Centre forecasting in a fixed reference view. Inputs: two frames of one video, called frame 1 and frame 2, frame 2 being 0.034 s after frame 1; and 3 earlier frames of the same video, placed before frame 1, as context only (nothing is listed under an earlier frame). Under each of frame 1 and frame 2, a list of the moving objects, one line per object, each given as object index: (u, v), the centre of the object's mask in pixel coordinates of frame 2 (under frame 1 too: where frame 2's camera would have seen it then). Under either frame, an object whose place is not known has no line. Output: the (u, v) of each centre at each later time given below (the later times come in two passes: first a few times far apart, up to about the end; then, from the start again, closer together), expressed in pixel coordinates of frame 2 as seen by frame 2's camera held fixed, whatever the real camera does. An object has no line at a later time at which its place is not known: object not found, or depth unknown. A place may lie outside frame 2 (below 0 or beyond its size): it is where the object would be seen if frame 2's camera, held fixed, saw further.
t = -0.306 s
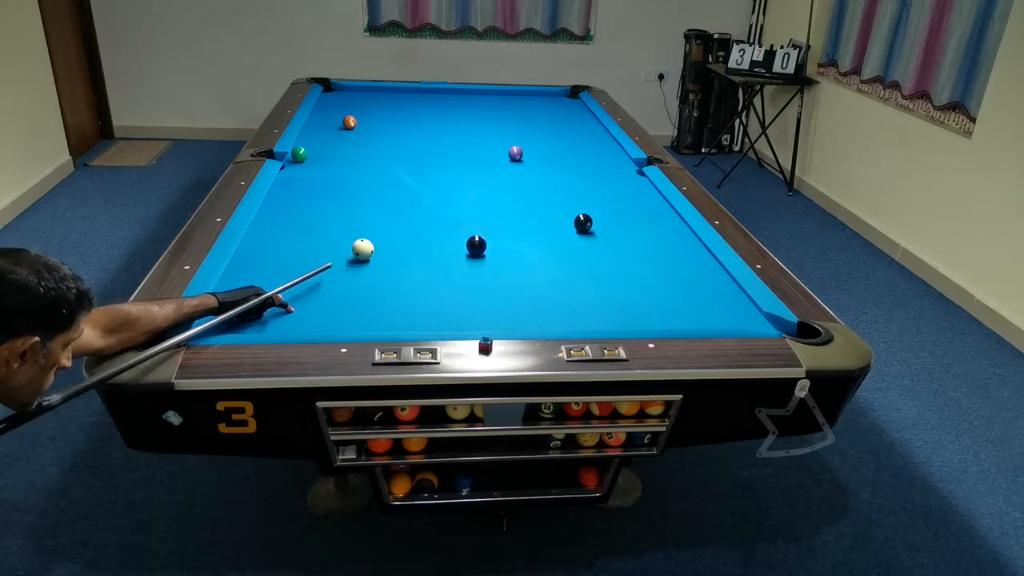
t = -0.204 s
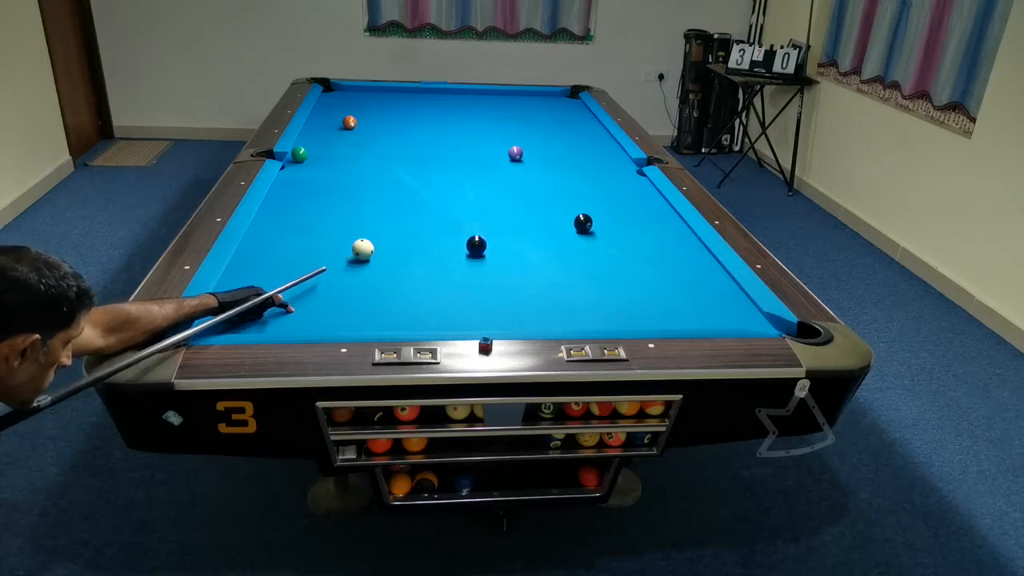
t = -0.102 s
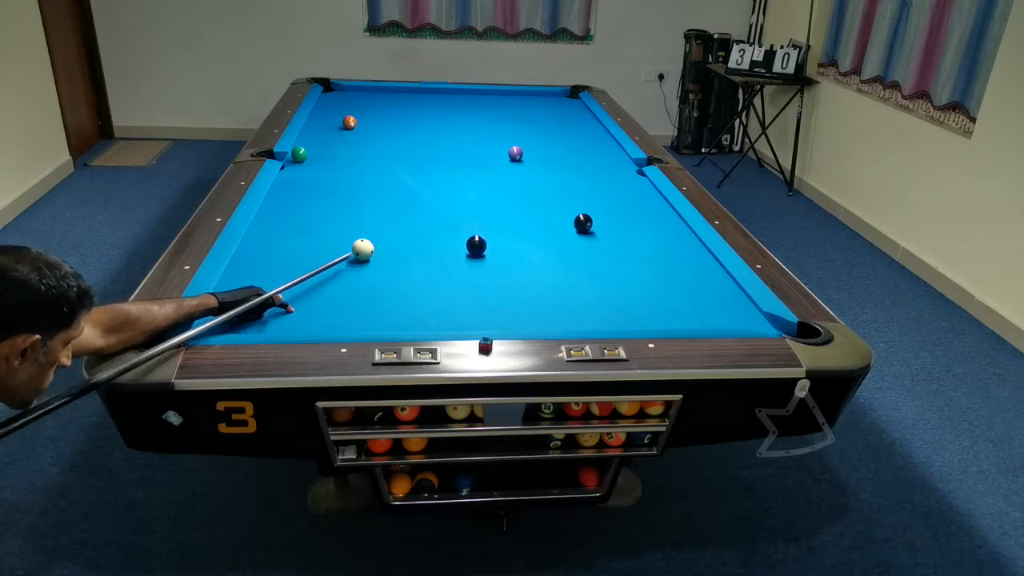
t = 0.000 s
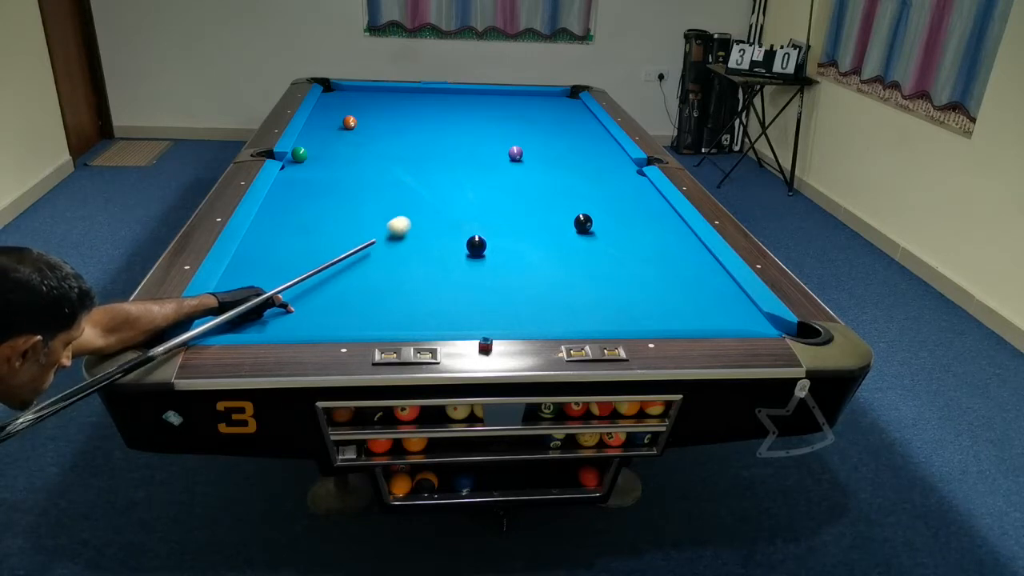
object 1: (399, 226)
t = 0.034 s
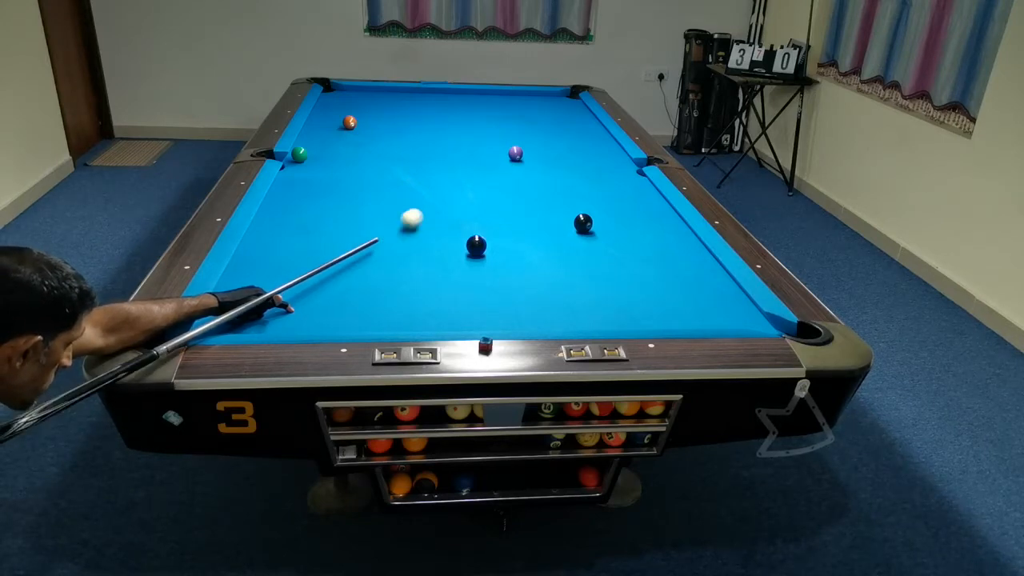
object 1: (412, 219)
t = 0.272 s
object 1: (478, 178)
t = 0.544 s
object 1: (519, 157)
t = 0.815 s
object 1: (542, 152)
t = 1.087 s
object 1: (564, 146)
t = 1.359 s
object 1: (583, 141)
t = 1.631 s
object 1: (601, 136)
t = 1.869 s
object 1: (597, 133)
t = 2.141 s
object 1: (586, 130)
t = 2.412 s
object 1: (576, 127)
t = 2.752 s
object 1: (564, 122)
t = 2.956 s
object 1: (560, 122)
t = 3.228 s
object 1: (554, 120)
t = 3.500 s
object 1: (549, 119)
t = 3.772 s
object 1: (545, 117)
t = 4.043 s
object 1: (541, 117)
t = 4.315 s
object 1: (539, 116)
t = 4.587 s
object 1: (539, 116)
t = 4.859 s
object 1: (538, 116)
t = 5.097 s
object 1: (538, 116)
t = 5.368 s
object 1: (538, 116)
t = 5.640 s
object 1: (538, 116)
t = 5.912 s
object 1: (538, 116)
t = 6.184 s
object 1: (538, 116)
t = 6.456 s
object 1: (538, 116)
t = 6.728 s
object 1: (538, 116)
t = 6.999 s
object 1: (538, 116)
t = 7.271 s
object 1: (538, 116)
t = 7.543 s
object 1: (538, 116)
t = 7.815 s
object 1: (538, 116)
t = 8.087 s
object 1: (538, 116)
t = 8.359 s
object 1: (538, 116)
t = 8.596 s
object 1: (538, 116)
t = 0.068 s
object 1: (423, 211)
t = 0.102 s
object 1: (434, 205)
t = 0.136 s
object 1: (444, 198)
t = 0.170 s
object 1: (454, 193)
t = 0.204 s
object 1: (462, 188)
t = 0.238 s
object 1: (470, 183)
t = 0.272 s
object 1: (478, 178)
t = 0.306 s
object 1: (485, 174)
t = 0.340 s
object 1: (492, 169)
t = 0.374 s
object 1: (498, 165)
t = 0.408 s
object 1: (505, 161)
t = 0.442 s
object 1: (511, 158)
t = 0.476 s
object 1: (514, 157)
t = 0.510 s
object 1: (516, 157)
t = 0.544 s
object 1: (519, 157)
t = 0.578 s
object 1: (521, 157)
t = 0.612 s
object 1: (524, 157)
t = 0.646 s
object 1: (527, 156)
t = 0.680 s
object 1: (530, 155)
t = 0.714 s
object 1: (533, 155)
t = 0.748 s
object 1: (536, 154)
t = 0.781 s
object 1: (539, 153)
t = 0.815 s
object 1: (542, 152)
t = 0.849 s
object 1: (545, 152)
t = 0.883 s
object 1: (548, 151)
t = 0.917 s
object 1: (550, 150)
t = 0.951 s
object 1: (553, 149)
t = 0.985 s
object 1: (556, 149)
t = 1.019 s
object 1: (558, 148)
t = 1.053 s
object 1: (561, 147)
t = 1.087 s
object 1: (564, 146)
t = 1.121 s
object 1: (566, 146)
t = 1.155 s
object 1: (569, 145)
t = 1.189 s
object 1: (571, 144)
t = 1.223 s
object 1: (574, 144)
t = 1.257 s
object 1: (576, 143)
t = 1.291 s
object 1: (579, 142)
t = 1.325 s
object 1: (581, 142)
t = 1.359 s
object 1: (583, 141)
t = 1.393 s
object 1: (586, 141)
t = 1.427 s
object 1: (588, 140)
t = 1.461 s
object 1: (590, 139)
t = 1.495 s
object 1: (593, 139)
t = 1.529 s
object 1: (595, 138)
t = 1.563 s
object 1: (597, 138)
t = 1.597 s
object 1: (599, 137)
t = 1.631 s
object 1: (601, 136)
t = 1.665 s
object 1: (603, 136)
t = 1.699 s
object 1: (605, 135)
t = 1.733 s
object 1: (603, 135)
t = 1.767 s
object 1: (602, 135)
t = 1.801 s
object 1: (600, 134)
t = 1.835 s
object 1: (599, 133)
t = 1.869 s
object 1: (597, 133)
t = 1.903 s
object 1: (595, 133)
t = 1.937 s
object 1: (594, 132)
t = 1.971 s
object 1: (593, 132)
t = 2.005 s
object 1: (591, 131)
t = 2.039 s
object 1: (590, 131)
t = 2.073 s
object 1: (589, 130)
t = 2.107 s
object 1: (587, 130)
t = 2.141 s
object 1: (586, 130)
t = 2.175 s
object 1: (584, 129)
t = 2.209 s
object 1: (583, 129)
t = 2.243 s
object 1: (582, 129)
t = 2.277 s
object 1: (581, 128)
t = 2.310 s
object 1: (580, 128)
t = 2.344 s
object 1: (579, 127)
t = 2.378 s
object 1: (578, 127)
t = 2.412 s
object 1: (576, 127)
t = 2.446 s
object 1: (575, 126)
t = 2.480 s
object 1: (574, 126)
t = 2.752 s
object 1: (564, 122)
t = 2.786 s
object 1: (565, 123)
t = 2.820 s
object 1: (564, 123)
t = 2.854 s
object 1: (563, 122)
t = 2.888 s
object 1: (562, 122)
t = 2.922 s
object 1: (561, 122)
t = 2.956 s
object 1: (560, 122)
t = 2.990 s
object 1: (560, 122)
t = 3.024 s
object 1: (559, 121)
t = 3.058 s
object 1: (558, 121)
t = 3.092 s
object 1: (557, 121)
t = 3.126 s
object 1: (556, 121)
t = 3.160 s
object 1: (555, 121)
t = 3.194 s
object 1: (555, 121)
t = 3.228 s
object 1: (554, 120)
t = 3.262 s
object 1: (553, 120)
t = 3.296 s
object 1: (553, 120)
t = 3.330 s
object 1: (552, 120)
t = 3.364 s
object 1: (551, 119)
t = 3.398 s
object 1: (551, 119)
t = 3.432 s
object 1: (550, 119)
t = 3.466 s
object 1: (549, 119)
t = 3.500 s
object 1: (549, 119)
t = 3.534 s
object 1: (548, 119)
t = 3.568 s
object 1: (548, 118)
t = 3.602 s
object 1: (547, 118)
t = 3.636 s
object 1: (547, 118)
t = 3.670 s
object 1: (546, 118)
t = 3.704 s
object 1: (546, 118)
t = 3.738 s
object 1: (545, 118)
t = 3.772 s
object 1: (545, 117)
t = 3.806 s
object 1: (544, 117)
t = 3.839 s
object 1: (544, 117)
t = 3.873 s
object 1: (543, 117)
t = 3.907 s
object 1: (543, 117)
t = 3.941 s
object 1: (542, 117)
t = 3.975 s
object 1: (542, 117)
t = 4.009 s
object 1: (542, 117)
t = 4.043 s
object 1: (541, 117)
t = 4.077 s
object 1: (541, 116)
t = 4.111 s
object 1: (541, 117)
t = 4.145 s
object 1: (540, 116)
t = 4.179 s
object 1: (540, 116)
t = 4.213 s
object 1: (540, 116)
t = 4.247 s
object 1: (540, 116)
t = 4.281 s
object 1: (540, 116)
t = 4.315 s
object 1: (539, 116)
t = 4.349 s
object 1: (539, 116)
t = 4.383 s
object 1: (539, 116)
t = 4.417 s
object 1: (539, 116)
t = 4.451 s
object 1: (539, 116)
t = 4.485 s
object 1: (539, 116)
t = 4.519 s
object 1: (538, 116)
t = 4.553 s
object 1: (538, 116)
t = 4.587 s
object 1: (539, 116)
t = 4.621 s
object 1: (538, 116)
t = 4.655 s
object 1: (538, 116)
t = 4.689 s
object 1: (538, 116)
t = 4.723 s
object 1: (538, 116)
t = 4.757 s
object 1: (538, 116)
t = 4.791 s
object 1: (538, 116)
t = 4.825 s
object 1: (538, 116)
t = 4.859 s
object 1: (538, 116)
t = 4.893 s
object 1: (538, 116)
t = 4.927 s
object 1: (538, 116)
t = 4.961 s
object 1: (538, 116)
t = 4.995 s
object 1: (538, 116)
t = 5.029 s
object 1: (538, 116)
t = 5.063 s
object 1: (538, 116)
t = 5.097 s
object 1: (538, 116)
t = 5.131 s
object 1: (538, 116)
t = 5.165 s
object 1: (538, 116)
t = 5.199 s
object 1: (538, 116)
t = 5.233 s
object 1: (538, 116)
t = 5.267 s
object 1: (538, 116)
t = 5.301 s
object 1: (538, 116)
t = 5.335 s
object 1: (538, 116)
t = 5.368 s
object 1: (538, 116)
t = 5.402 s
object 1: (538, 116)
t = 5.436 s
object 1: (538, 116)
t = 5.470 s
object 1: (538, 116)
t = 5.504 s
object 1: (538, 116)
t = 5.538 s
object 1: (538, 116)
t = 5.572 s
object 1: (538, 116)
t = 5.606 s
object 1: (538, 116)
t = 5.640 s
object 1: (538, 116)
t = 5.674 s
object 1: (539, 116)
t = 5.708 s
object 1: (538, 116)
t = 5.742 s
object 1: (538, 116)
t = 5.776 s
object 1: (538, 116)
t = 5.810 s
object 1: (538, 116)
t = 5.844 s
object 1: (538, 116)
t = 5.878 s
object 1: (538, 116)
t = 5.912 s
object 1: (538, 116)
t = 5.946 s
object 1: (538, 116)
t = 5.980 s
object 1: (538, 116)
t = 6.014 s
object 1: (538, 116)
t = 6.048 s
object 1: (538, 116)
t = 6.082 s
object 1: (538, 116)
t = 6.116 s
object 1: (538, 116)
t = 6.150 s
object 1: (538, 116)
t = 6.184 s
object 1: (538, 116)
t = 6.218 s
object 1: (538, 116)
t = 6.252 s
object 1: (538, 116)
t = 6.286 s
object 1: (538, 116)
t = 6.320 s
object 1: (538, 116)
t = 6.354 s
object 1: (538, 116)
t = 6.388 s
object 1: (538, 116)
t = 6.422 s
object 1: (538, 116)
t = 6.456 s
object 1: (538, 116)
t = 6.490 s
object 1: (538, 116)
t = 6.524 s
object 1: (538, 116)
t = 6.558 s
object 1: (538, 116)
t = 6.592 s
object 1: (538, 116)
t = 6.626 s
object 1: (538, 116)
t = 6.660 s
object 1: (538, 116)
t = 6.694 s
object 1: (538, 116)
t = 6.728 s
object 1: (538, 116)
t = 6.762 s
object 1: (538, 116)
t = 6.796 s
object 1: (538, 116)
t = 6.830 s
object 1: (538, 116)
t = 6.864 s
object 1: (538, 116)
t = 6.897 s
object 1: (538, 116)
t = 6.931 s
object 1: (538, 116)
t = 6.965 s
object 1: (538, 116)
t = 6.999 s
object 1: (538, 116)
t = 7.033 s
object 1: (538, 116)
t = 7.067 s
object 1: (538, 116)
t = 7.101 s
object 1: (538, 116)
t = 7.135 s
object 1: (538, 116)
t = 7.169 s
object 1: (538, 116)
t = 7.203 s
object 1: (538, 116)
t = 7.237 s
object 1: (538, 116)
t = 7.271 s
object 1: (538, 116)
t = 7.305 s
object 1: (538, 116)
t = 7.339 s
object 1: (538, 116)
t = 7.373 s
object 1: (538, 116)
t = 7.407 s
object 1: (538, 116)
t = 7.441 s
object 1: (538, 116)
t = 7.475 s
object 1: (538, 116)
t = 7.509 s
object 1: (538, 116)
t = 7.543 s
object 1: (538, 116)
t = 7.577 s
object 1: (538, 116)
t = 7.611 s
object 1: (538, 116)
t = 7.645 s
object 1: (538, 116)
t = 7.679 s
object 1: (538, 116)
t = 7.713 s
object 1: (538, 116)
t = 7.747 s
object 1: (538, 116)
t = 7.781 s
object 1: (538, 116)
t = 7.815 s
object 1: (538, 116)
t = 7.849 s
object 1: (538, 116)
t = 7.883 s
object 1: (538, 116)
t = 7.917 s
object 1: (538, 116)
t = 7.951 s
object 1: (538, 116)
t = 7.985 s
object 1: (538, 116)
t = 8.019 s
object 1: (538, 116)
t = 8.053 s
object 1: (538, 116)
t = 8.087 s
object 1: (538, 116)
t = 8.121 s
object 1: (538, 116)
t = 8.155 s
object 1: (538, 116)
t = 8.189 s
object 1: (538, 116)
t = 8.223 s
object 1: (538, 116)
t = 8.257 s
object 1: (538, 116)
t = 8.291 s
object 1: (538, 116)
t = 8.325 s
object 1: (538, 116)
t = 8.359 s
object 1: (538, 116)
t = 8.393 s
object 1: (538, 116)
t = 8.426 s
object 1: (538, 116)
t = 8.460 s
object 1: (538, 116)
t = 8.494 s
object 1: (538, 116)
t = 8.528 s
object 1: (538, 116)
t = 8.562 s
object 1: (538, 116)
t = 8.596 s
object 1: (538, 116)
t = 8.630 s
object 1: (538, 116)
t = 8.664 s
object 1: (538, 116)
